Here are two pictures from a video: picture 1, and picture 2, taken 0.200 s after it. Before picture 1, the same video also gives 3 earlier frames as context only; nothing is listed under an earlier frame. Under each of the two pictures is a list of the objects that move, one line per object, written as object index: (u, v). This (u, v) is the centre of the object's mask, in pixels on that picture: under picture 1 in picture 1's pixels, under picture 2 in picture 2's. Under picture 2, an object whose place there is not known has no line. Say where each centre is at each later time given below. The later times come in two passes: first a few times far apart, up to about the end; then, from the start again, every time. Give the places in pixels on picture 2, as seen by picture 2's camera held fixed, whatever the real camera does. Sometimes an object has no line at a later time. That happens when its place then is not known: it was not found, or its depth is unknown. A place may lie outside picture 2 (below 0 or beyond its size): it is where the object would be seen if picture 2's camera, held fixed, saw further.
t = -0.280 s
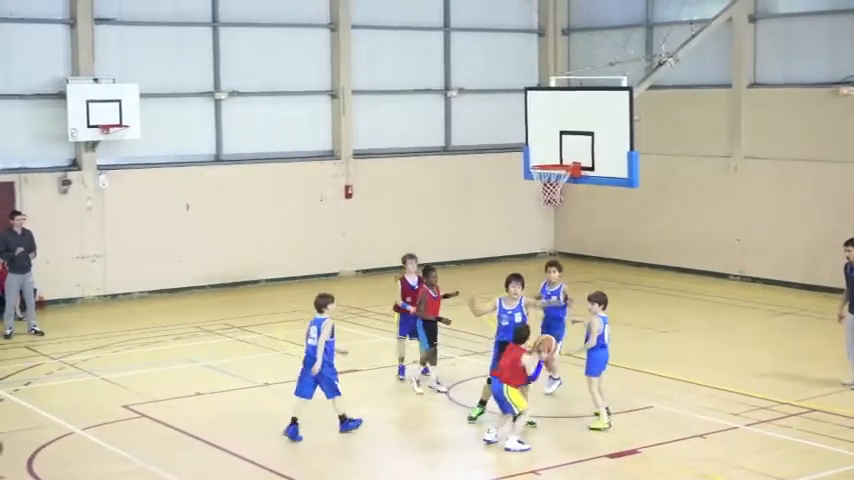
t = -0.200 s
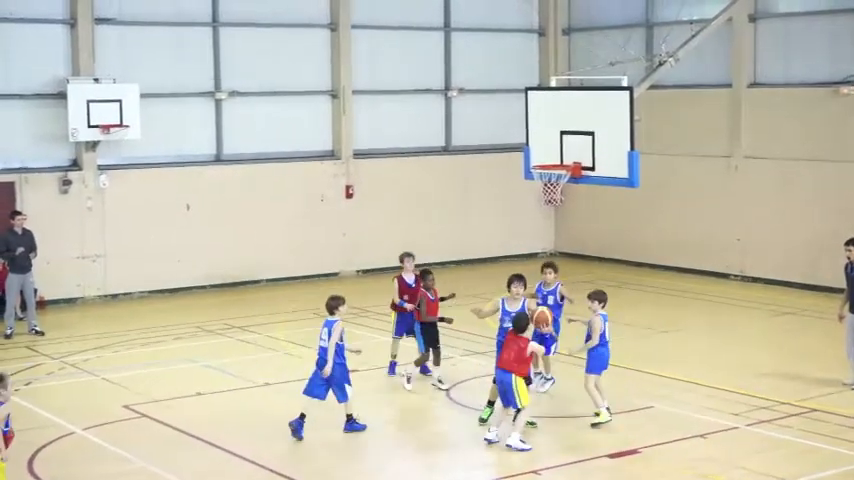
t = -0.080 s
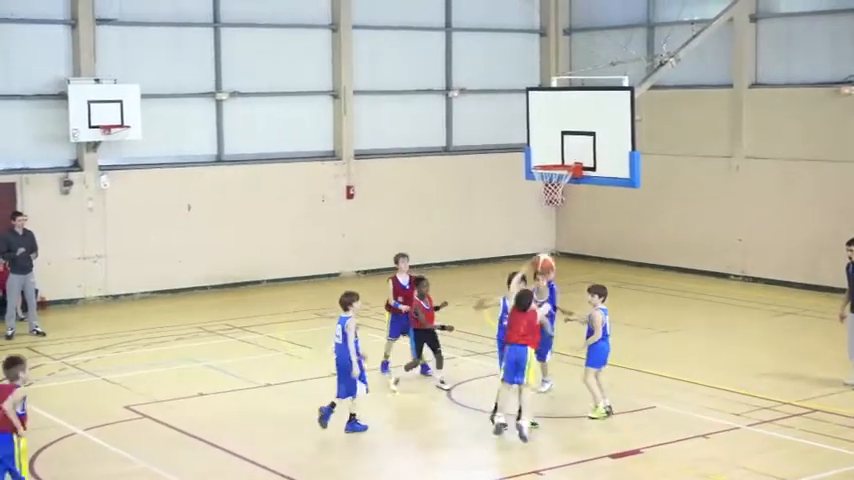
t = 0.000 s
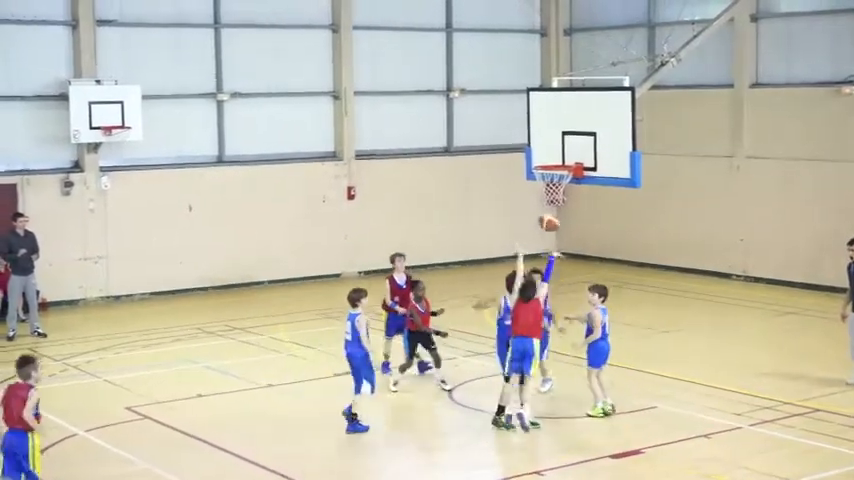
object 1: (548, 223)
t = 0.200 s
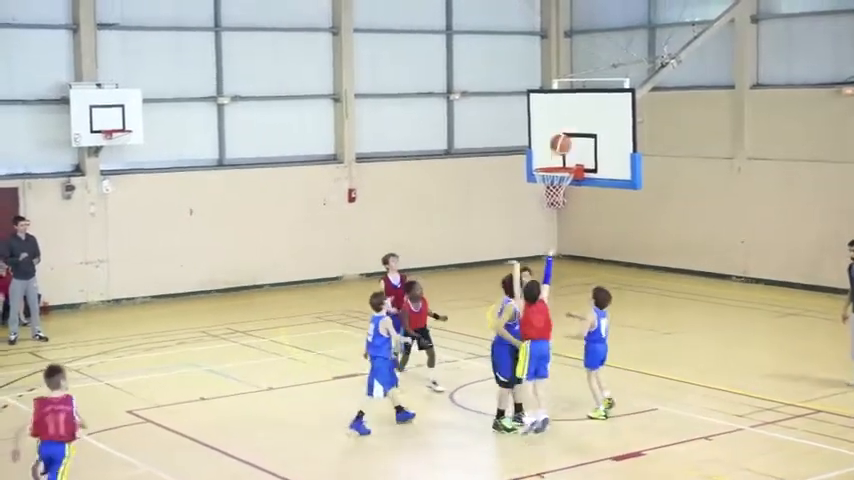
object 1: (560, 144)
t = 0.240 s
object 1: (562, 133)
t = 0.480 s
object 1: (573, 105)
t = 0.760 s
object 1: (555, 134)
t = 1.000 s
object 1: (514, 150)
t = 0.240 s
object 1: (562, 133)
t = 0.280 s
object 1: (564, 125)
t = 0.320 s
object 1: (566, 118)
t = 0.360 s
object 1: (568, 113)
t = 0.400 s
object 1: (570, 109)
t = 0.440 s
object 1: (572, 106)
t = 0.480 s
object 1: (573, 105)
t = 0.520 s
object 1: (575, 105)
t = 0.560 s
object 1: (577, 107)
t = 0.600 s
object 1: (579, 110)
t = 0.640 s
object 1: (580, 114)
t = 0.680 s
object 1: (572, 119)
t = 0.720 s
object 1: (563, 126)
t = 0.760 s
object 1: (555, 134)
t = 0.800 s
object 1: (547, 143)
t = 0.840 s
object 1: (539, 154)
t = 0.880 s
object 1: (531, 157)
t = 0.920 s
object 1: (526, 154)
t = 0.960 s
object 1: (520, 152)
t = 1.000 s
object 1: (514, 150)
